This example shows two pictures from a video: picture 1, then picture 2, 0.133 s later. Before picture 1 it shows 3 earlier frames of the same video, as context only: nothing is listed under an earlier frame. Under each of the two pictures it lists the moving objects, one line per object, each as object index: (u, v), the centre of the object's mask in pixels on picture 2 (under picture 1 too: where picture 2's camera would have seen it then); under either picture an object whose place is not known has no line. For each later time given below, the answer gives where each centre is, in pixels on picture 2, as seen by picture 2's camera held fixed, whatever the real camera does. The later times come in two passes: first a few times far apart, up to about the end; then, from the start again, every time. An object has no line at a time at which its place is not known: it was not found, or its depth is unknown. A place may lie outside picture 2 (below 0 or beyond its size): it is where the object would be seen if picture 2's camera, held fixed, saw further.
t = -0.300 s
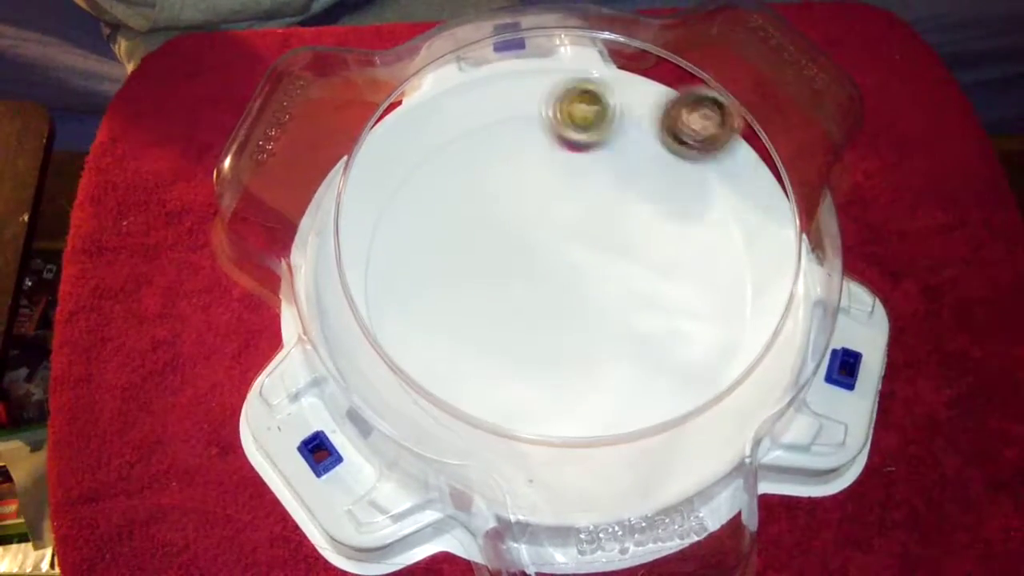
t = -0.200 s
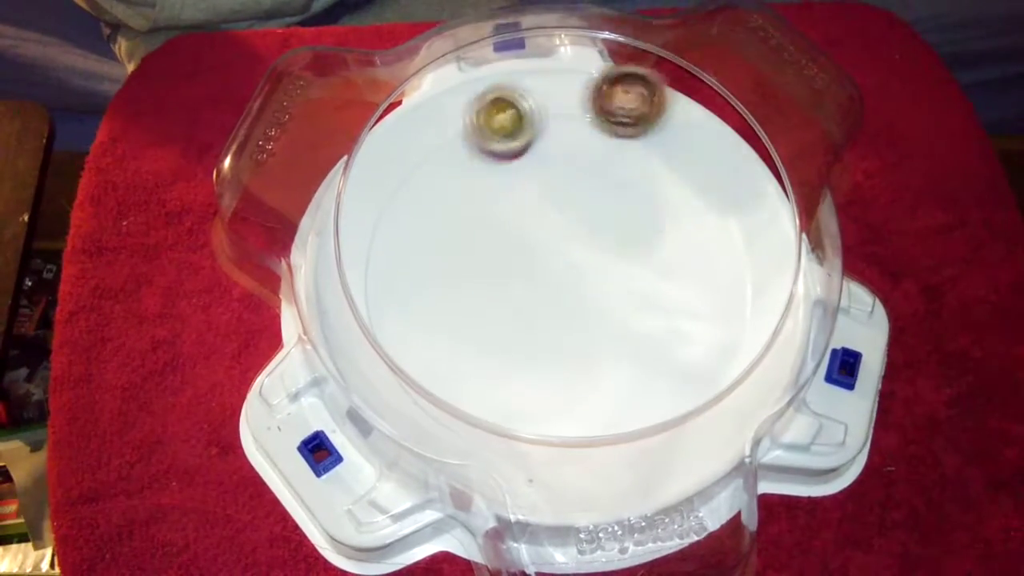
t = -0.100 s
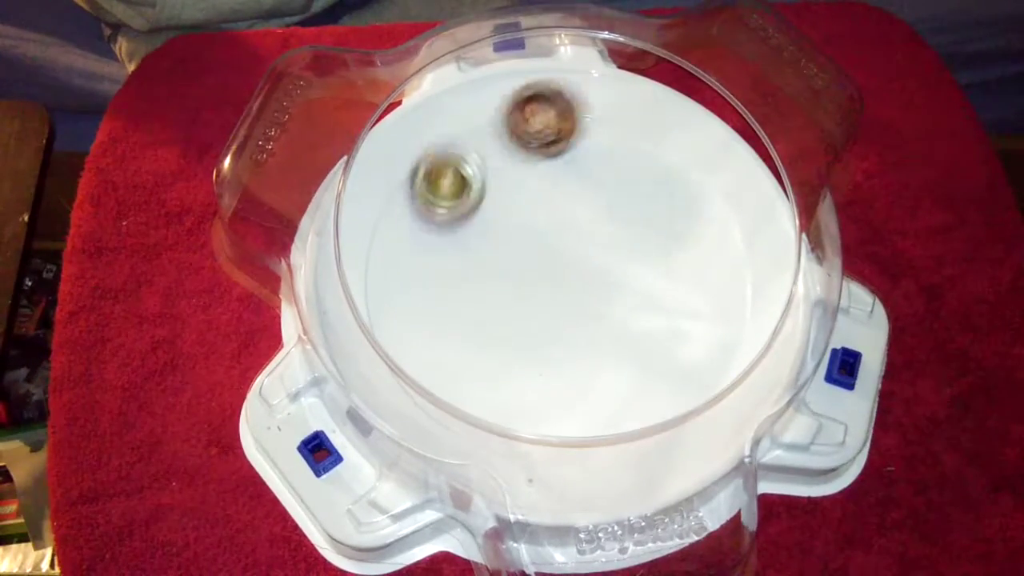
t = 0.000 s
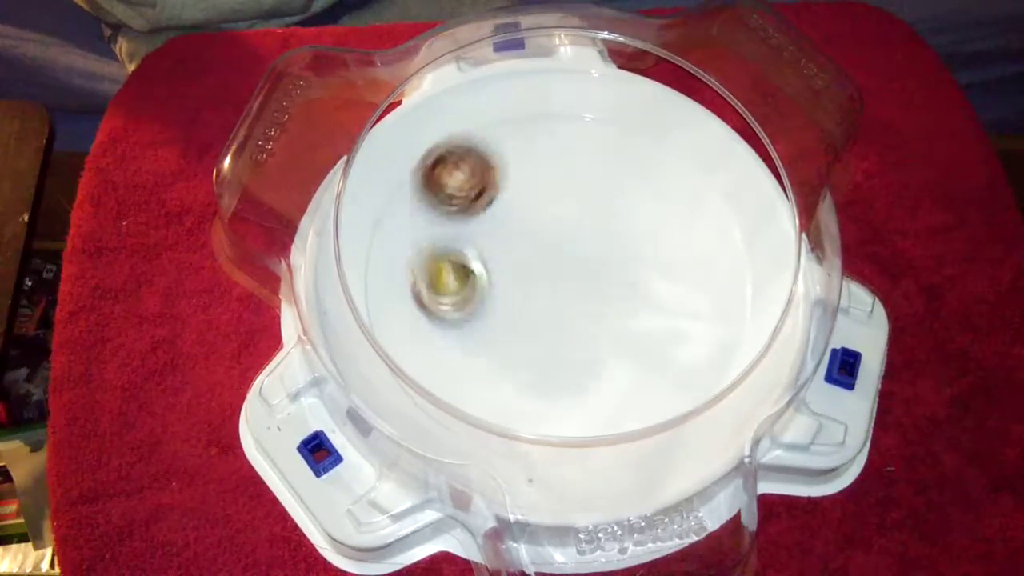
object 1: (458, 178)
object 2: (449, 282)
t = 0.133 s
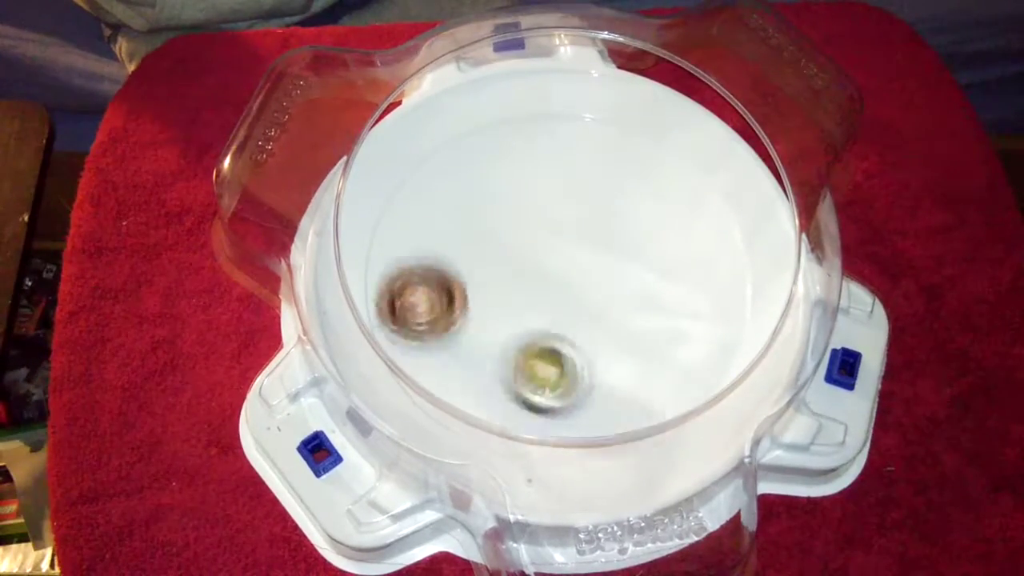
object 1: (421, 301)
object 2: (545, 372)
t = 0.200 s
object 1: (442, 362)
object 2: (610, 384)
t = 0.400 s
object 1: (599, 419)
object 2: (741, 305)
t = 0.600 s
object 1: (712, 316)
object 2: (680, 173)
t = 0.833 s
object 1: (631, 183)
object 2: (507, 210)
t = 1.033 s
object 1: (483, 176)
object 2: (489, 367)
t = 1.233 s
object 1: (430, 276)
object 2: (653, 406)
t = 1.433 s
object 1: (494, 339)
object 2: (696, 264)
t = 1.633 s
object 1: (578, 331)
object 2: (552, 179)
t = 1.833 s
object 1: (625, 277)
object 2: (411, 254)
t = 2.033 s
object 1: (621, 215)
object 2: (479, 379)
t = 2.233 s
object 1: (581, 180)
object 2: (623, 325)
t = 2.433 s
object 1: (528, 188)
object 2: (621, 187)
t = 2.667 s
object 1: (492, 259)
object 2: (528, 149)
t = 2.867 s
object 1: (546, 304)
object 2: (478, 232)
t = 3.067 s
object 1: (648, 307)
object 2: (504, 301)
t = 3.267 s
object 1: (674, 259)
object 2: (605, 310)
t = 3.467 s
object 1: (681, 197)
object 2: (615, 251)
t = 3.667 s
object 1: (654, 161)
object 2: (549, 208)
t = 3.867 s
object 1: (568, 204)
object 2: (488, 237)
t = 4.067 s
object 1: (582, 280)
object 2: (480, 323)
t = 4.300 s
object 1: (641, 322)
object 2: (542, 359)
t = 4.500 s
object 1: (697, 285)
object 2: (534, 322)
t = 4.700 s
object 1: (659, 253)
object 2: (466, 295)
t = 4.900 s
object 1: (575, 265)
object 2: (448, 300)
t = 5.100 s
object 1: (624, 289)
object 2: (437, 278)
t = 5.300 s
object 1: (646, 281)
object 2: (494, 232)
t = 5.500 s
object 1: (595, 270)
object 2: (537, 177)
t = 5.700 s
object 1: (546, 266)
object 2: (552, 148)
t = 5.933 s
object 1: (547, 268)
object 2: (577, 194)
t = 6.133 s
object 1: (509, 314)
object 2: (648, 210)
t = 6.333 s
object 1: (493, 317)
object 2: (668, 223)
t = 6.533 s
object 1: (492, 291)
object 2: (636, 269)
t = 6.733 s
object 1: (509, 253)
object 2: (610, 331)
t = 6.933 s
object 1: (540, 219)
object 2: (598, 361)
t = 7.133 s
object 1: (569, 199)
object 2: (568, 335)
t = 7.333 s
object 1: (591, 198)
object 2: (507, 297)
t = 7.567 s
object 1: (609, 217)
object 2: (458, 276)
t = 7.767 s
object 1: (614, 249)
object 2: (481, 266)
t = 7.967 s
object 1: (606, 283)
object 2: (534, 227)
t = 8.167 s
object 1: (587, 309)
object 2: (563, 184)
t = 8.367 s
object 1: (567, 323)
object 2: (566, 184)
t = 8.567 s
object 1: (549, 321)
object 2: (586, 235)
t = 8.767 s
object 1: (533, 306)
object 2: (628, 277)
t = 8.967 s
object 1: (525, 285)
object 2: (649, 286)
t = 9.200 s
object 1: (521, 250)
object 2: (604, 288)
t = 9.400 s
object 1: (487, 206)
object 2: (560, 311)
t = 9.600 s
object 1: (495, 192)
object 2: (529, 329)
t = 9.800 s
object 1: (532, 199)
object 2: (529, 314)
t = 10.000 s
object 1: (582, 203)
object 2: (522, 276)
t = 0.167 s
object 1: (429, 332)
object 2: (578, 381)
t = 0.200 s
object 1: (442, 362)
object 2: (610, 384)
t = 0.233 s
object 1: (462, 383)
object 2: (638, 382)
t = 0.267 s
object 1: (487, 401)
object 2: (665, 375)
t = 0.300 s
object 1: (513, 411)
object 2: (689, 363)
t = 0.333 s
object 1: (541, 419)
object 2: (713, 346)
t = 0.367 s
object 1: (570, 421)
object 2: (730, 326)
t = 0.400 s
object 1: (599, 419)
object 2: (741, 305)
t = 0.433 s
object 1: (628, 411)
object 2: (749, 281)
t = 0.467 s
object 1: (654, 399)
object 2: (738, 256)
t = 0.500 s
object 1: (676, 383)
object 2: (728, 233)
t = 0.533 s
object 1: (692, 362)
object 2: (715, 210)
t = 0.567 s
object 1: (706, 340)
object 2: (701, 190)
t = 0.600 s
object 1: (712, 316)
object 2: (680, 173)
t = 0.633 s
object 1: (713, 294)
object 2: (655, 162)
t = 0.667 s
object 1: (708, 270)
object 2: (630, 156)
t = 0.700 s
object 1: (700, 250)
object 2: (603, 157)
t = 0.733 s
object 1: (688, 230)
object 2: (577, 163)
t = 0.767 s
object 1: (671, 211)
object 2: (552, 173)
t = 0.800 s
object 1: (652, 195)
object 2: (528, 189)
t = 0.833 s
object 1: (631, 183)
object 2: (507, 210)
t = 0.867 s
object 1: (607, 174)
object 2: (489, 234)
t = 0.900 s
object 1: (583, 167)
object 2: (477, 260)
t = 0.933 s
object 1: (555, 164)
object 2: (469, 291)
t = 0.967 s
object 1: (531, 165)
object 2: (469, 320)
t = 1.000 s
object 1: (505, 168)
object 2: (476, 344)
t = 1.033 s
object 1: (483, 176)
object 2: (489, 367)
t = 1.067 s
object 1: (464, 187)
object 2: (507, 388)
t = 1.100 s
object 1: (448, 202)
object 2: (533, 406)
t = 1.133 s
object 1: (436, 220)
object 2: (562, 416)
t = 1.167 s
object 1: (429, 238)
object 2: (592, 420)
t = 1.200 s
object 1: (427, 258)
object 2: (621, 417)
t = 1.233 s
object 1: (430, 276)
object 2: (653, 406)
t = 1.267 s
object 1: (436, 293)
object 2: (677, 389)
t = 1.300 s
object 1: (445, 306)
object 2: (694, 368)
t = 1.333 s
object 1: (456, 318)
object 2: (706, 346)
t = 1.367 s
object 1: (468, 327)
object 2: (709, 316)
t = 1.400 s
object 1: (481, 334)
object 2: (707, 289)
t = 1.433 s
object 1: (494, 339)
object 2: (696, 264)
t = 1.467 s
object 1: (508, 342)
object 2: (680, 239)
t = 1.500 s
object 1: (523, 343)
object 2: (660, 219)
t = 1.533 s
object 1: (538, 342)
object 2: (634, 203)
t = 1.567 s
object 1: (551, 340)
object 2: (609, 190)
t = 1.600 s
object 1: (565, 336)
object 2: (581, 182)
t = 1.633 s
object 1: (578, 331)
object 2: (552, 179)
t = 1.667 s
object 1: (588, 325)
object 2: (521, 181)
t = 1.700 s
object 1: (599, 316)
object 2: (493, 187)
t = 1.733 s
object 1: (608, 308)
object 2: (467, 196)
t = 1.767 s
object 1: (615, 298)
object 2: (444, 211)
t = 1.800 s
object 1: (621, 287)
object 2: (425, 230)
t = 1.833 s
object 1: (625, 277)
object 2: (411, 254)
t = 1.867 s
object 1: (628, 266)
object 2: (406, 279)
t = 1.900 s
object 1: (629, 254)
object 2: (406, 302)
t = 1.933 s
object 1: (629, 243)
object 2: (415, 326)
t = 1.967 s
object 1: (628, 233)
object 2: (433, 348)
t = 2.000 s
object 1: (625, 224)
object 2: (455, 367)
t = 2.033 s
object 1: (621, 215)
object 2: (479, 379)
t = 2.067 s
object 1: (616, 206)
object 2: (507, 385)
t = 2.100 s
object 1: (610, 199)
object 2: (537, 385)
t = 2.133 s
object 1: (604, 193)
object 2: (562, 377)
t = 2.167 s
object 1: (597, 187)
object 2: (584, 365)
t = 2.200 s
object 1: (589, 183)
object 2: (605, 347)
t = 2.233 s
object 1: (581, 180)
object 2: (623, 325)
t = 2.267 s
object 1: (573, 178)
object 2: (632, 303)
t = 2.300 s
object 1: (565, 178)
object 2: (639, 275)
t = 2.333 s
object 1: (557, 179)
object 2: (639, 249)
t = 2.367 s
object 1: (550, 181)
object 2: (634, 227)
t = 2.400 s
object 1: (543, 185)
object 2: (626, 206)
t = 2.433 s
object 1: (528, 188)
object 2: (621, 187)
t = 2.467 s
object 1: (514, 194)
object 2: (614, 174)
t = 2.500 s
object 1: (502, 201)
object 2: (603, 162)
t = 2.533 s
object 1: (493, 211)
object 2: (590, 154)
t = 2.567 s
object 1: (488, 221)
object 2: (574, 149)
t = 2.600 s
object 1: (486, 232)
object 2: (558, 146)
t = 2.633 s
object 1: (487, 245)
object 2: (543, 147)
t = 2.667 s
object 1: (492, 259)
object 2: (528, 149)
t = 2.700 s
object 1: (498, 271)
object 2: (513, 155)
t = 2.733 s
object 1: (506, 282)
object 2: (500, 165)
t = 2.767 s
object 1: (516, 291)
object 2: (488, 179)
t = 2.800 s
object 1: (526, 297)
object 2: (482, 193)
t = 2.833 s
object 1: (536, 302)
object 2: (477, 213)
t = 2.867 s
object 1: (546, 304)
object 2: (478, 232)
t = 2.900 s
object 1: (556, 304)
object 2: (482, 250)
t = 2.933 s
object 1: (568, 304)
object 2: (488, 266)
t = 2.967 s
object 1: (592, 310)
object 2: (484, 273)
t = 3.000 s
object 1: (613, 312)
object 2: (486, 282)
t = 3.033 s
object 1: (634, 311)
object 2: (493, 291)
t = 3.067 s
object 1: (648, 307)
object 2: (504, 301)
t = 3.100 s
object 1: (660, 299)
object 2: (519, 309)
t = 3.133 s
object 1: (667, 291)
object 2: (535, 316)
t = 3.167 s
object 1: (672, 283)
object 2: (554, 319)
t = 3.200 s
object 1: (674, 275)
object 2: (573, 320)
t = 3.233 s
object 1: (673, 267)
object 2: (591, 316)
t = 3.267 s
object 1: (674, 259)
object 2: (605, 310)
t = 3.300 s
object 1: (684, 246)
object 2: (606, 305)
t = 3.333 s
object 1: (689, 234)
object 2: (608, 298)
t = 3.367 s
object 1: (692, 222)
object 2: (612, 287)
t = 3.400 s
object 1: (690, 212)
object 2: (615, 276)
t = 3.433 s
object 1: (686, 204)
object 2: (618, 263)
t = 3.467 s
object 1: (681, 197)
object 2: (615, 251)
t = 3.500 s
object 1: (684, 187)
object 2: (604, 244)
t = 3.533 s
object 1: (685, 179)
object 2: (593, 236)
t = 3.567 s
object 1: (682, 172)
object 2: (583, 227)
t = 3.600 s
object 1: (676, 166)
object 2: (573, 219)
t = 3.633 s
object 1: (666, 162)
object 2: (561, 212)
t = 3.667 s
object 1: (654, 161)
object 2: (549, 208)
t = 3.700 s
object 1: (640, 162)
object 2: (536, 206)
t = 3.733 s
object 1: (625, 166)
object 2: (523, 206)
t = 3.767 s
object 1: (610, 174)
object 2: (511, 211)
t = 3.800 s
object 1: (594, 184)
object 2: (501, 216)
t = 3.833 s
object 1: (580, 193)
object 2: (493, 225)
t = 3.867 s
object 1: (568, 204)
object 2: (488, 237)
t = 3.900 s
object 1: (561, 216)
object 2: (480, 251)
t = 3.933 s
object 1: (562, 228)
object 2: (471, 267)
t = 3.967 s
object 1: (565, 241)
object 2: (467, 283)
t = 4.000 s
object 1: (571, 255)
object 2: (468, 298)
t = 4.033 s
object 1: (577, 268)
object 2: (472, 312)
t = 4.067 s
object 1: (582, 280)
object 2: (480, 323)
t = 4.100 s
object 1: (586, 291)
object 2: (490, 333)
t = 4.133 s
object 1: (590, 302)
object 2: (503, 339)
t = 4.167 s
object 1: (595, 311)
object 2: (515, 345)
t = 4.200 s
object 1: (604, 317)
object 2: (523, 351)
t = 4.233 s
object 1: (615, 321)
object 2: (529, 355)
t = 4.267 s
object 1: (629, 322)
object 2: (534, 358)
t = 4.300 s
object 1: (641, 322)
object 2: (542, 359)
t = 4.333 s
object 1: (650, 320)
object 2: (553, 358)
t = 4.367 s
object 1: (656, 317)
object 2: (564, 353)
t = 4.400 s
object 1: (658, 314)
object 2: (572, 346)
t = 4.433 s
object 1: (677, 304)
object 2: (561, 338)
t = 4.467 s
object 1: (689, 294)
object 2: (548, 330)
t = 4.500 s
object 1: (697, 285)
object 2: (534, 322)
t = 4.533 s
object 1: (699, 276)
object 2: (521, 316)
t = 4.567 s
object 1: (697, 269)
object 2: (508, 310)
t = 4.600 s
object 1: (691, 263)
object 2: (496, 305)
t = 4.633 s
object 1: (683, 259)
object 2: (485, 300)
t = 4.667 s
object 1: (672, 255)
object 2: (476, 297)
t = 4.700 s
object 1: (659, 253)
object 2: (466, 295)
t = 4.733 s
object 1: (645, 252)
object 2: (458, 294)
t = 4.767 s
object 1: (630, 252)
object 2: (452, 294)
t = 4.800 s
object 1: (616, 254)
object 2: (447, 296)
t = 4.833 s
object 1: (601, 257)
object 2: (444, 297)
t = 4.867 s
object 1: (587, 260)
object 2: (444, 299)
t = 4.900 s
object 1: (575, 265)
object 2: (448, 300)
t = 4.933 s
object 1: (562, 270)
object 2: (456, 299)
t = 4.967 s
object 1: (552, 274)
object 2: (464, 297)
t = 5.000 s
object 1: (563, 277)
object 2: (457, 291)
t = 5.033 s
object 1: (586, 283)
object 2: (442, 287)
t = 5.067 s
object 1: (606, 287)
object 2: (435, 283)
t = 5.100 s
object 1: (624, 289)
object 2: (437, 278)
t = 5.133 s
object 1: (638, 290)
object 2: (443, 273)
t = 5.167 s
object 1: (646, 289)
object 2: (452, 267)
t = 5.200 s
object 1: (651, 287)
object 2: (462, 260)
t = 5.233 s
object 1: (653, 285)
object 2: (472, 252)
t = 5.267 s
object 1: (650, 283)
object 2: (483, 242)
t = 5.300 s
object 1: (646, 281)
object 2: (494, 232)
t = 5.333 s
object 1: (640, 279)
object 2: (503, 223)
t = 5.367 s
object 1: (633, 277)
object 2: (512, 212)
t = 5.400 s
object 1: (624, 275)
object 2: (520, 203)
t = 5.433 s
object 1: (615, 272)
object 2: (526, 194)
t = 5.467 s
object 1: (605, 271)
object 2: (532, 185)
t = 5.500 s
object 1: (595, 270)
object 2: (537, 177)
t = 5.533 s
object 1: (584, 268)
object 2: (541, 171)
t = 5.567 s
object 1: (575, 268)
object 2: (544, 164)
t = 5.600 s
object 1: (566, 268)
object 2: (546, 158)
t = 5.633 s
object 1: (557, 268)
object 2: (549, 153)
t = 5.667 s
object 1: (550, 267)
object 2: (550, 149)
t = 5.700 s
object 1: (546, 266)
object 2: (552, 148)
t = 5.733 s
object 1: (543, 266)
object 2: (553, 149)
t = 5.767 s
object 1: (542, 265)
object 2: (554, 152)
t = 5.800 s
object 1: (543, 265)
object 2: (556, 158)
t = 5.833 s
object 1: (545, 266)
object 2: (558, 166)
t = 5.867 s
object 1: (547, 266)
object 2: (562, 174)
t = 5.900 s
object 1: (548, 267)
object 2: (568, 184)
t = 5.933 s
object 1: (547, 268)
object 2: (577, 194)
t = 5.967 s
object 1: (540, 279)
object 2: (591, 197)
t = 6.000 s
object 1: (532, 290)
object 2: (605, 201)
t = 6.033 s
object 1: (525, 298)
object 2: (618, 204)
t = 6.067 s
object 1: (519, 305)
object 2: (630, 207)
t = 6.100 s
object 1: (514, 310)
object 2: (640, 208)
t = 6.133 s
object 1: (509, 314)
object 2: (648, 210)
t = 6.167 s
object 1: (504, 317)
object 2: (656, 211)
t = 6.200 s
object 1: (501, 319)
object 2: (663, 212)
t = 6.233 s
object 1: (498, 320)
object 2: (667, 214)
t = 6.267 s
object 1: (496, 320)
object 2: (670, 216)
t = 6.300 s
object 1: (494, 319)
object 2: (670, 219)
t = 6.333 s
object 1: (493, 317)
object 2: (668, 223)
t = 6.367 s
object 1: (492, 314)
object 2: (665, 228)
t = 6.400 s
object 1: (491, 310)
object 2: (660, 234)
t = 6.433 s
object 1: (491, 307)
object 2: (655, 241)
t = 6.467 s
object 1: (491, 302)
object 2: (649, 249)
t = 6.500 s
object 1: (491, 297)
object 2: (642, 259)
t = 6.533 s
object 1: (492, 291)
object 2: (636, 269)
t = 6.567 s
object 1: (494, 286)
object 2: (631, 279)
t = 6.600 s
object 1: (496, 280)
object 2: (626, 291)
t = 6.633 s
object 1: (498, 273)
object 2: (621, 302)
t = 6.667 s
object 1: (501, 266)
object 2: (617, 312)
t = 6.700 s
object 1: (505, 259)
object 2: (613, 322)
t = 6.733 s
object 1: (509, 253)
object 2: (610, 331)
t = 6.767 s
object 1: (513, 246)
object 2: (606, 339)
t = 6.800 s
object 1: (518, 240)
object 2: (604, 346)
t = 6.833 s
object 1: (523, 234)
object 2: (602, 352)
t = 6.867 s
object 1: (529, 229)
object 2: (601, 357)
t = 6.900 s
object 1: (534, 223)
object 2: (600, 360)
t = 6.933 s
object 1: (540, 219)
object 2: (598, 361)
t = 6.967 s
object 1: (545, 215)
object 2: (595, 360)
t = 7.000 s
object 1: (550, 211)
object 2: (592, 357)
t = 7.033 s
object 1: (556, 207)
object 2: (588, 353)
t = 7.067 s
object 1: (561, 204)
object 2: (583, 348)
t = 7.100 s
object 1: (565, 201)
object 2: (576, 341)
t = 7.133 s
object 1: (569, 199)
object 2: (568, 335)
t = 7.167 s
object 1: (573, 197)
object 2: (559, 328)
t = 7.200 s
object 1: (577, 196)
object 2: (549, 321)
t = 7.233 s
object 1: (581, 196)
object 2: (538, 314)
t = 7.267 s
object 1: (585, 196)
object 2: (528, 308)
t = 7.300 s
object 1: (588, 197)
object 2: (517, 302)
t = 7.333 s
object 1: (591, 198)
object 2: (507, 297)
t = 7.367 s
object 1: (593, 200)
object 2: (497, 292)
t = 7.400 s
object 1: (596, 202)
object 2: (488, 287)
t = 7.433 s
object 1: (599, 204)
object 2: (480, 283)
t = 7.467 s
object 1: (602, 207)
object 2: (473, 280)
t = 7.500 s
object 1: (604, 210)
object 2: (466, 278)
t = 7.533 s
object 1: (607, 214)
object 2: (461, 276)
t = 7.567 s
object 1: (609, 217)
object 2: (458, 276)
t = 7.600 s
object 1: (611, 221)
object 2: (457, 275)
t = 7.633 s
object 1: (613, 226)
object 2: (458, 274)
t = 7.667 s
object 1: (614, 232)
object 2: (461, 273)
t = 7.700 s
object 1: (614, 238)
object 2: (466, 272)
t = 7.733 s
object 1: (615, 243)
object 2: (473, 270)
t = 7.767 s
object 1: (614, 249)
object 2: (481, 266)
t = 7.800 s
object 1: (614, 255)
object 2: (490, 262)
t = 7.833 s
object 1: (613, 260)
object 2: (499, 256)
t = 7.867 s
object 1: (611, 266)
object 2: (509, 250)
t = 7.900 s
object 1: (610, 272)
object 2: (518, 243)
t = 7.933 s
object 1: (608, 278)
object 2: (526, 235)
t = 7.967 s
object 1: (606, 283)
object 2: (534, 227)
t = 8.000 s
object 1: (604, 288)
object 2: (542, 219)
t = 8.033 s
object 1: (601, 293)
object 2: (548, 211)
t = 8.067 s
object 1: (598, 297)
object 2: (553, 204)
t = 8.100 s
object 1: (595, 302)
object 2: (557, 197)
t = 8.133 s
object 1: (591, 306)
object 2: (560, 190)
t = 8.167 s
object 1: (587, 309)
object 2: (563, 184)
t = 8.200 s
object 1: (583, 313)
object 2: (564, 180)
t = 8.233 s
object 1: (580, 316)
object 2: (564, 176)
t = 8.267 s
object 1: (577, 319)
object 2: (565, 176)
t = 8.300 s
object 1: (573, 321)
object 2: (565, 176)
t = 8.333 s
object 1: (570, 322)
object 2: (565, 179)
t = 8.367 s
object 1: (567, 323)
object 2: (566, 184)
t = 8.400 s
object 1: (564, 324)
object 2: (566, 190)
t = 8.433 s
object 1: (560, 324)
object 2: (568, 198)
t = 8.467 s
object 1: (557, 323)
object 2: (571, 206)
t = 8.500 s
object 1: (554, 323)
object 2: (575, 216)
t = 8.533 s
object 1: (551, 322)
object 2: (580, 225)
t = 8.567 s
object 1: (549, 321)
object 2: (586, 235)
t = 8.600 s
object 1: (545, 319)
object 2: (593, 243)
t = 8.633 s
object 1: (543, 317)
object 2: (600, 252)
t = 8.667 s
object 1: (540, 314)
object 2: (607, 259)
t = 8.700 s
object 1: (538, 312)
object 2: (614, 266)
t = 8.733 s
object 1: (535, 308)
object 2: (621, 272)
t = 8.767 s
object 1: (533, 306)
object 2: (628, 277)
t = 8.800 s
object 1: (531, 302)
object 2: (635, 281)
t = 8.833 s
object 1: (529, 299)
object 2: (641, 284)
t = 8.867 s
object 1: (528, 296)
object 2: (645, 285)
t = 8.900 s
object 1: (526, 293)
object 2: (649, 286)
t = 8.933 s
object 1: (525, 289)
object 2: (650, 286)
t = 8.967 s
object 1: (525, 285)
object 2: (649, 286)
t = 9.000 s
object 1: (524, 281)
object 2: (646, 285)
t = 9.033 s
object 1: (524, 276)
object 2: (641, 284)
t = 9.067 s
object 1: (524, 272)
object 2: (635, 284)
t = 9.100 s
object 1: (524, 267)
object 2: (627, 283)
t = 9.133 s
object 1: (524, 262)
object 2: (619, 284)
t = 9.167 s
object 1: (525, 258)
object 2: (609, 285)
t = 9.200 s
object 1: (521, 250)
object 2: (604, 288)
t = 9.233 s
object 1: (511, 239)
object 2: (600, 292)
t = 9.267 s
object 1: (503, 230)
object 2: (593, 296)
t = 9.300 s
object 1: (497, 223)
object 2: (585, 299)
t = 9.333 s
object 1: (492, 217)
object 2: (576, 303)
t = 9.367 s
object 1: (489, 211)
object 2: (568, 307)
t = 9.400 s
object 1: (487, 206)
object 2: (560, 311)
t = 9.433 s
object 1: (486, 202)
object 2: (553, 315)
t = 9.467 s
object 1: (486, 198)
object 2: (547, 318)
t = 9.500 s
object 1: (487, 195)
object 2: (541, 322)
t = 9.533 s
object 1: (488, 193)
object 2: (536, 325)
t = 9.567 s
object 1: (491, 192)
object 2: (533, 327)
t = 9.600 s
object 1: (495, 192)
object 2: (529, 329)
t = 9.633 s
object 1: (499, 192)
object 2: (527, 329)
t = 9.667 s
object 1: (505, 192)
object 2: (527, 329)
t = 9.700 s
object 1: (511, 194)
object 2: (527, 327)
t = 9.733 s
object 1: (518, 195)
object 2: (527, 324)
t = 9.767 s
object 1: (525, 197)
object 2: (528, 320)
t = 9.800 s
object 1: (532, 199)
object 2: (529, 314)
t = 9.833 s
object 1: (539, 201)
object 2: (530, 308)
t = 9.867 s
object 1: (547, 203)
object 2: (530, 300)
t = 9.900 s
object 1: (555, 206)
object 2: (530, 292)
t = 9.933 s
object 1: (563, 208)
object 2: (529, 285)
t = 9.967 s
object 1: (572, 207)
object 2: (526, 280)
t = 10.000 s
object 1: (582, 203)
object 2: (522, 276)
